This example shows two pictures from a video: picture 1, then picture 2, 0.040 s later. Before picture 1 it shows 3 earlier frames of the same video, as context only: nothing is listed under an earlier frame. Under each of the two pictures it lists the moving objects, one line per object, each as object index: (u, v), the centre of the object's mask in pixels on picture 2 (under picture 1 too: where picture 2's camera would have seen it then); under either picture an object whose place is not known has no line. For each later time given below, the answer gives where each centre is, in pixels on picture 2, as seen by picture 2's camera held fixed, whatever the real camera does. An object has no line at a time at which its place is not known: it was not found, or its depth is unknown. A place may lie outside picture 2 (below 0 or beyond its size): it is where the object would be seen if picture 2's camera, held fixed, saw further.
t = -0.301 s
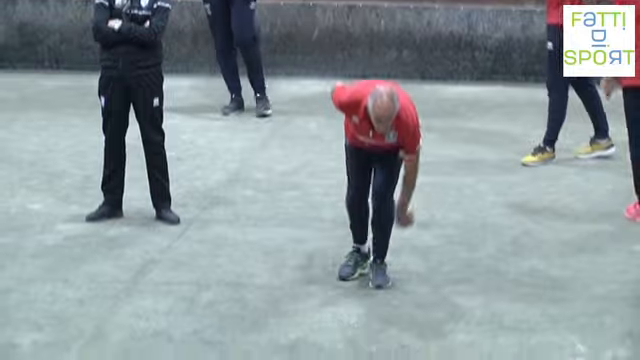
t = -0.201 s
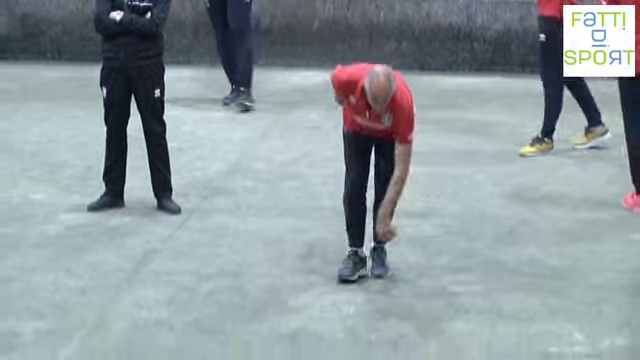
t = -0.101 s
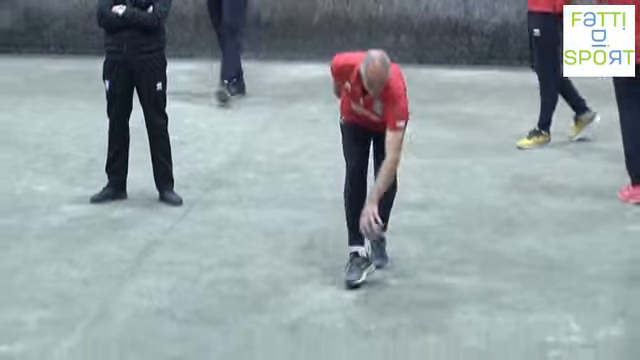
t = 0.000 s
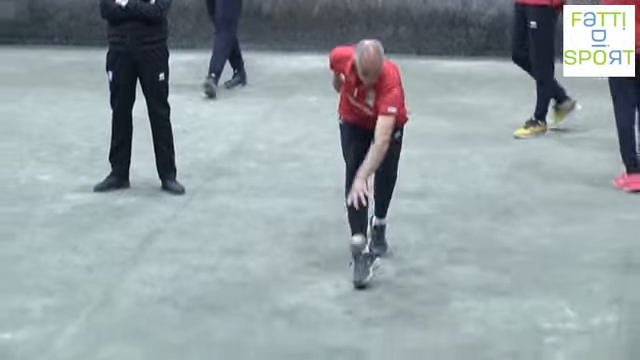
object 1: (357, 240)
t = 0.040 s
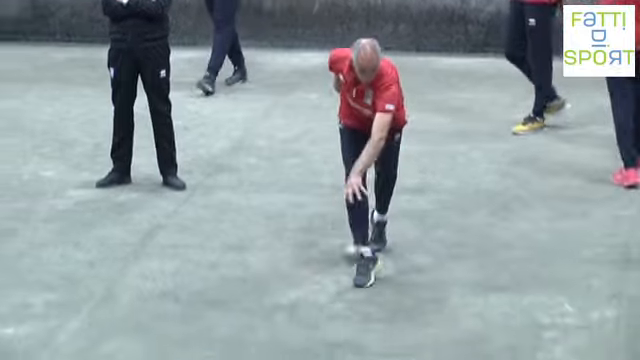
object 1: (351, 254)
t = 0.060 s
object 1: (349, 261)
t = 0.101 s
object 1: (343, 280)
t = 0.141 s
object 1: (336, 303)
